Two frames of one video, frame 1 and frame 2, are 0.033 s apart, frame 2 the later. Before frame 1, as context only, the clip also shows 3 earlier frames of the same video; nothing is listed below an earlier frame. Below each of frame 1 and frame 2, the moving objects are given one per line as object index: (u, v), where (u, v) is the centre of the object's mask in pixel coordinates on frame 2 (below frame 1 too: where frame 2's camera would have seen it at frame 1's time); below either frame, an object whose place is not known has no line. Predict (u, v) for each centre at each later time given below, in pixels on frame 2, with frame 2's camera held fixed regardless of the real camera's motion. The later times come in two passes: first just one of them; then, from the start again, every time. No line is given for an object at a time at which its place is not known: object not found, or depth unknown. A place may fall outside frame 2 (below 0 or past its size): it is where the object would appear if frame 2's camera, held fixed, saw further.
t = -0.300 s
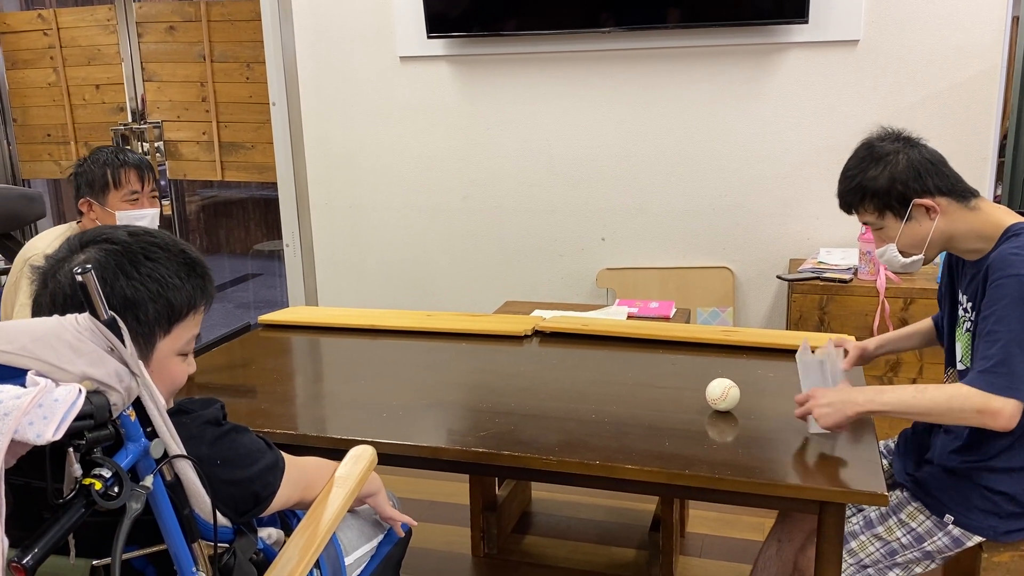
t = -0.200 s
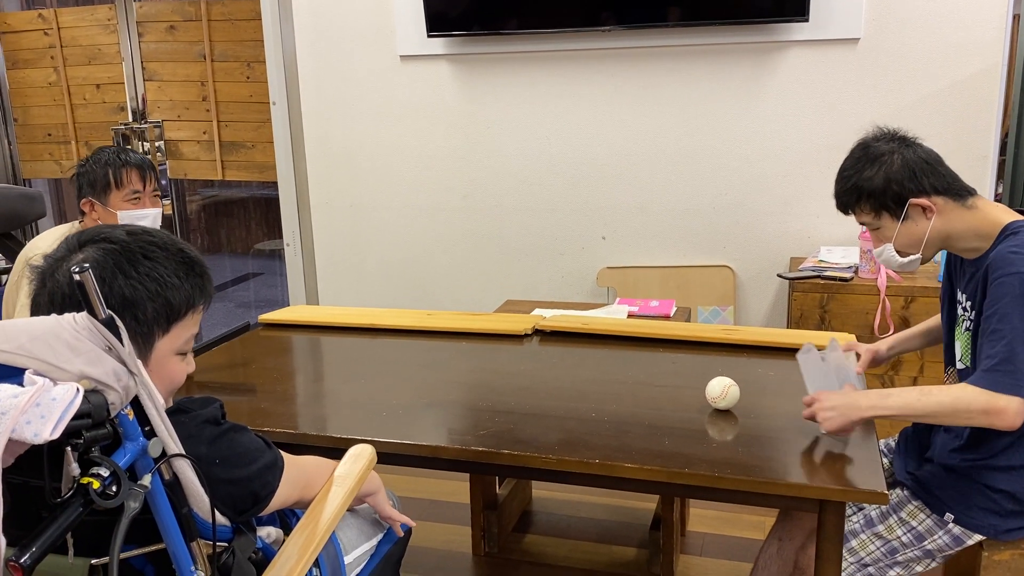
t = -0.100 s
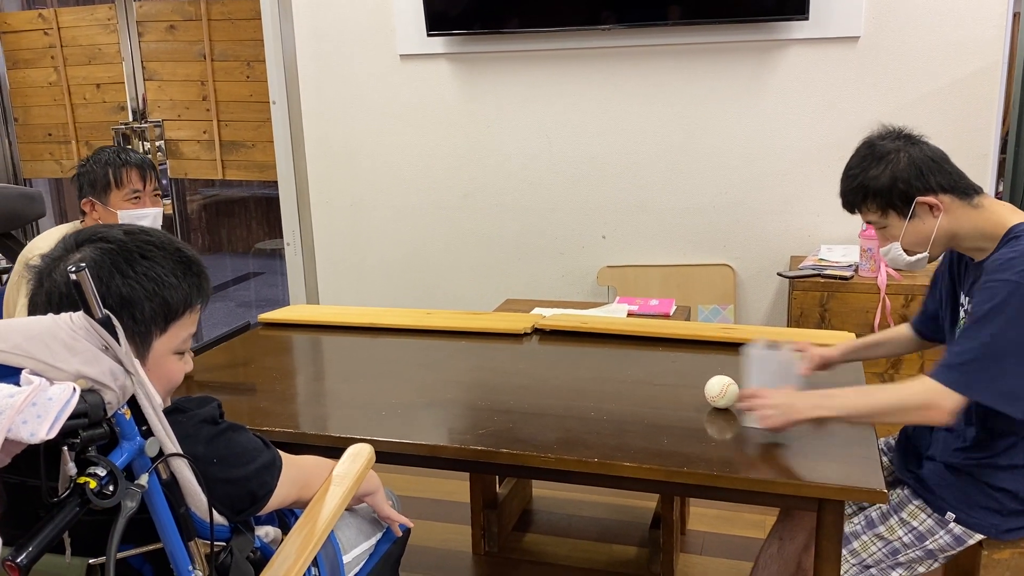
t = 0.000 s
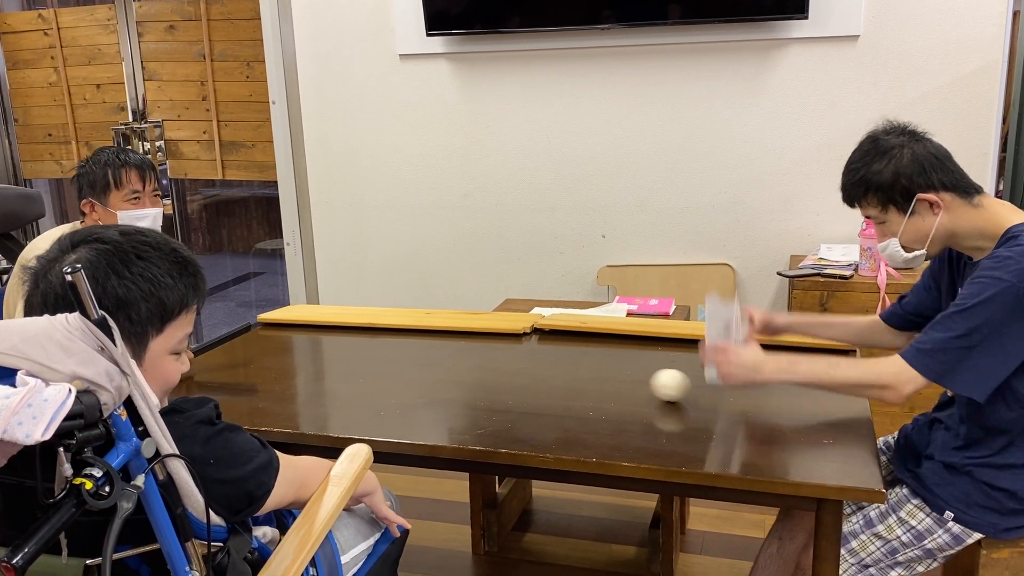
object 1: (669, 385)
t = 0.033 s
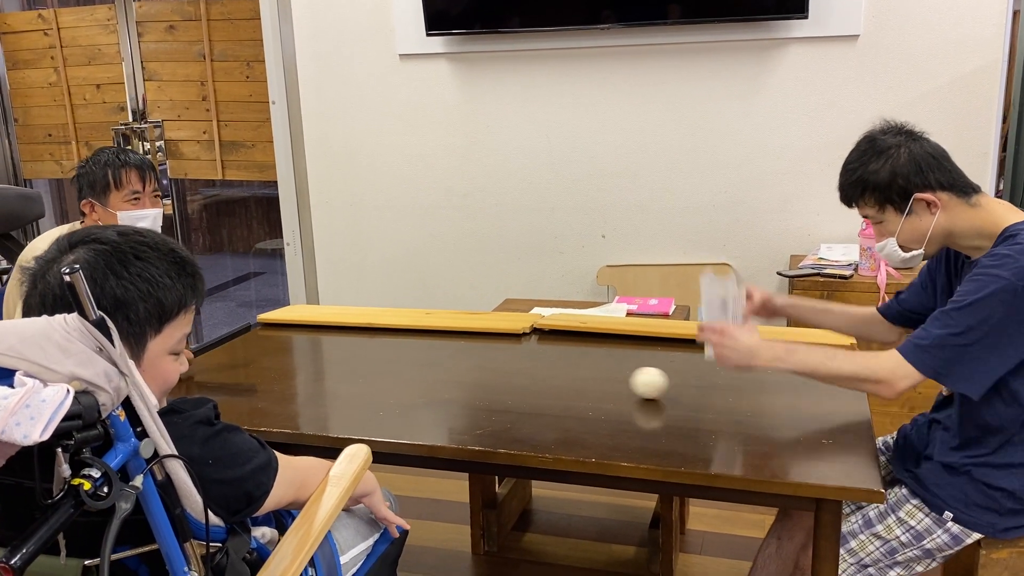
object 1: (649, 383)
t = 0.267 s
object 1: (523, 368)
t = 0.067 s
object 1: (630, 380)
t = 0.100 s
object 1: (611, 378)
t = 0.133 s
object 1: (592, 376)
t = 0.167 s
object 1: (574, 373)
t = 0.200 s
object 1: (556, 371)
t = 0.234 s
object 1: (539, 370)
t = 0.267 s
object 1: (523, 368)
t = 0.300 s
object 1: (506, 366)
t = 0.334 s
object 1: (490, 365)
